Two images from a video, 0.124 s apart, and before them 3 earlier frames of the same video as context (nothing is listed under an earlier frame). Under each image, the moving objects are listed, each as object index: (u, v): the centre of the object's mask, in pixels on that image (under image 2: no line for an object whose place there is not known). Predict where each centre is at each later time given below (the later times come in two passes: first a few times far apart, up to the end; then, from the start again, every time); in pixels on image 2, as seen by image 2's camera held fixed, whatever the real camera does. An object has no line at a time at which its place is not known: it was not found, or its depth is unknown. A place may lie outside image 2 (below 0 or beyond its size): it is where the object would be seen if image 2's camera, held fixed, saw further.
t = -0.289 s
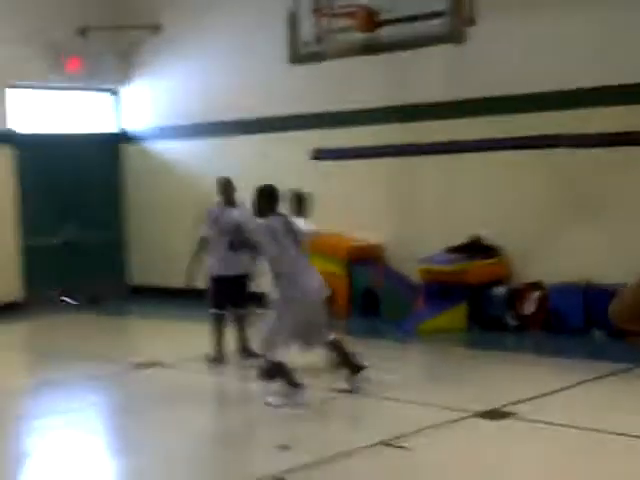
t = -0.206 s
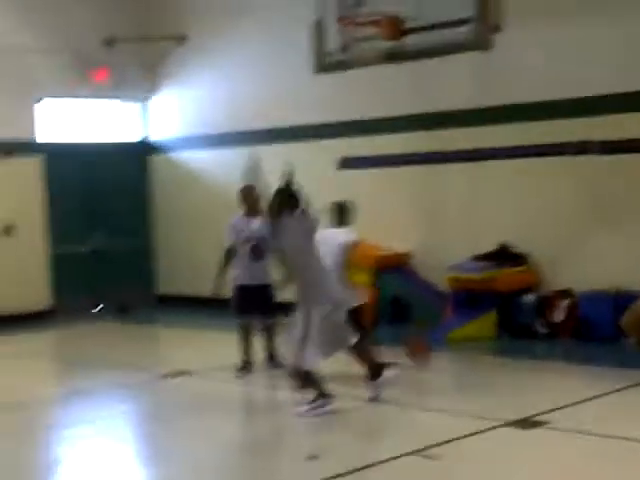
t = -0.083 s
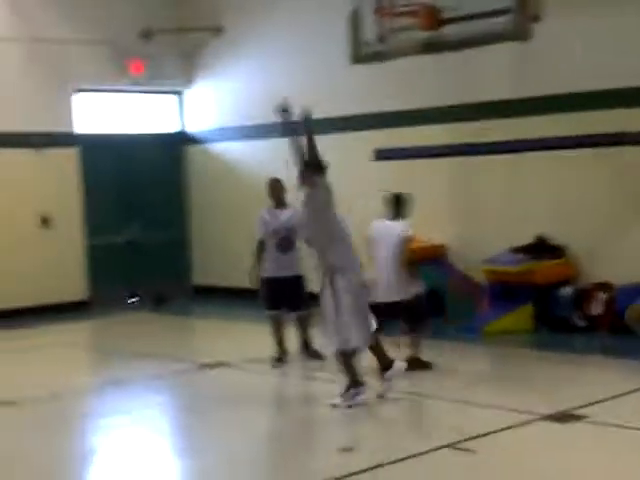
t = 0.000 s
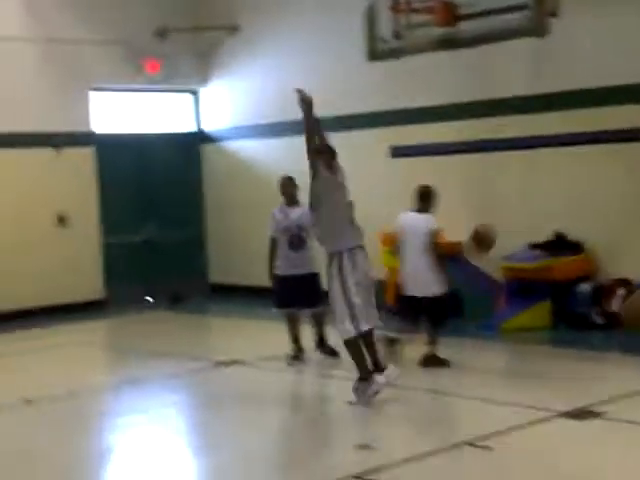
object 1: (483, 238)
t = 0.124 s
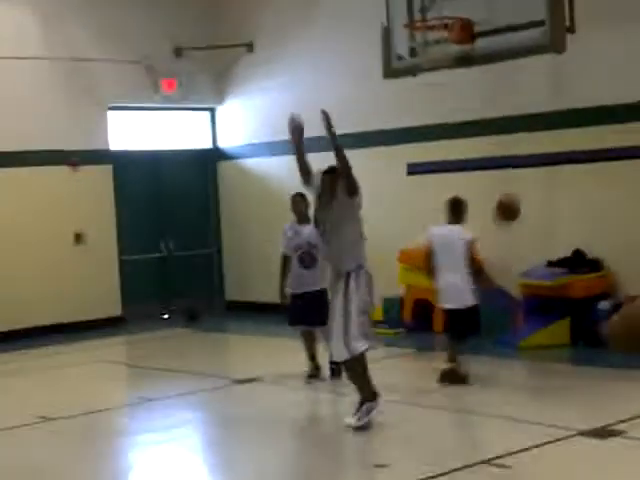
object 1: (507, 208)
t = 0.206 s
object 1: (514, 187)
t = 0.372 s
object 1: (525, 166)
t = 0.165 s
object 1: (510, 197)
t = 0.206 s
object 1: (514, 187)
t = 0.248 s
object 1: (516, 180)
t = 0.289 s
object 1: (519, 174)
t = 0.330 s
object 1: (522, 168)
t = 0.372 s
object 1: (525, 166)
